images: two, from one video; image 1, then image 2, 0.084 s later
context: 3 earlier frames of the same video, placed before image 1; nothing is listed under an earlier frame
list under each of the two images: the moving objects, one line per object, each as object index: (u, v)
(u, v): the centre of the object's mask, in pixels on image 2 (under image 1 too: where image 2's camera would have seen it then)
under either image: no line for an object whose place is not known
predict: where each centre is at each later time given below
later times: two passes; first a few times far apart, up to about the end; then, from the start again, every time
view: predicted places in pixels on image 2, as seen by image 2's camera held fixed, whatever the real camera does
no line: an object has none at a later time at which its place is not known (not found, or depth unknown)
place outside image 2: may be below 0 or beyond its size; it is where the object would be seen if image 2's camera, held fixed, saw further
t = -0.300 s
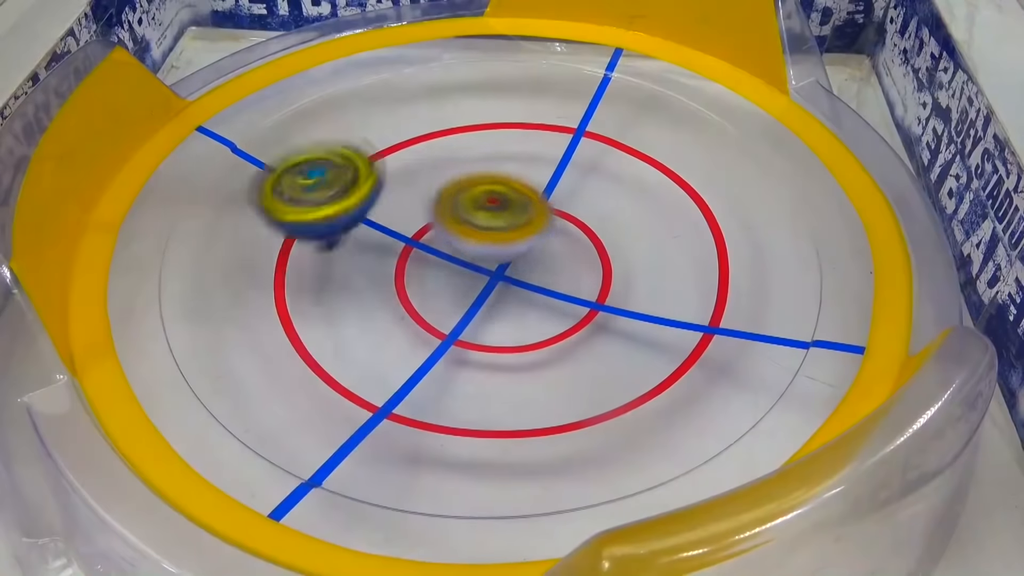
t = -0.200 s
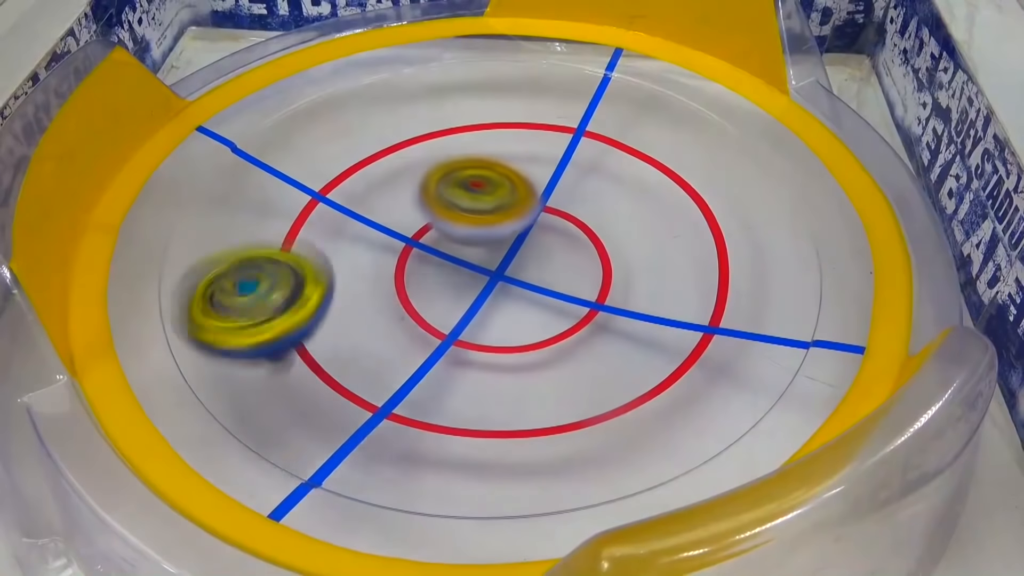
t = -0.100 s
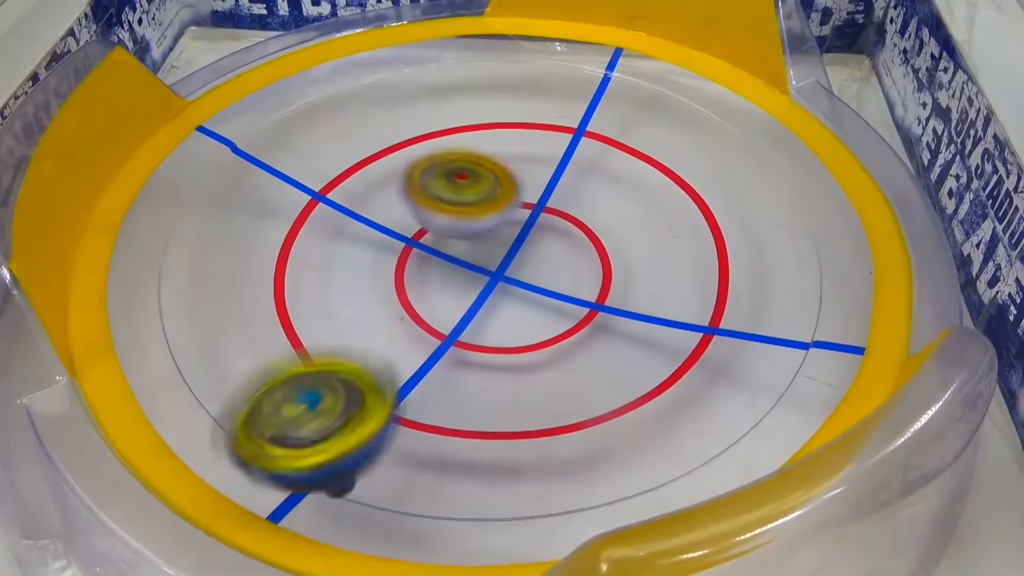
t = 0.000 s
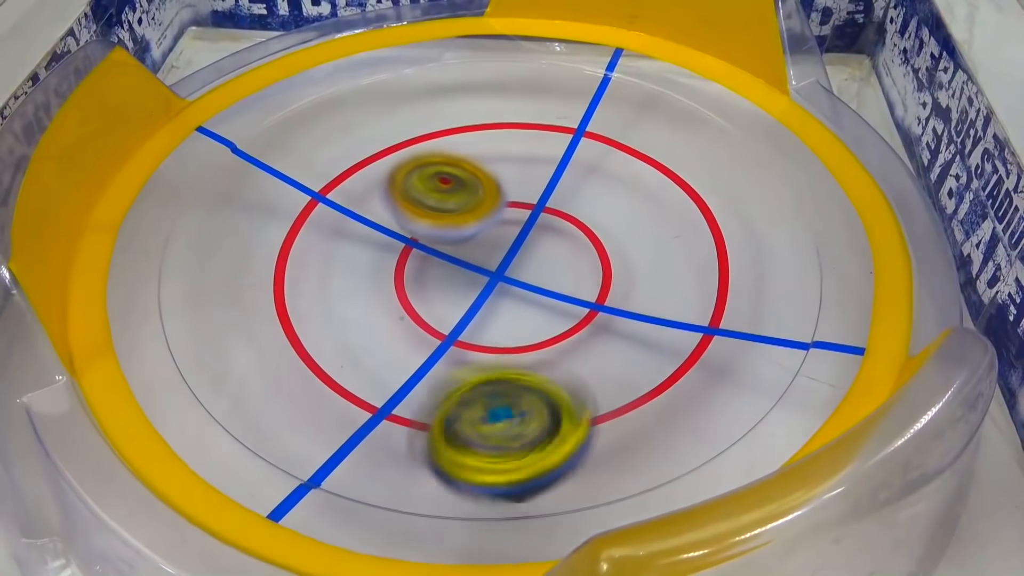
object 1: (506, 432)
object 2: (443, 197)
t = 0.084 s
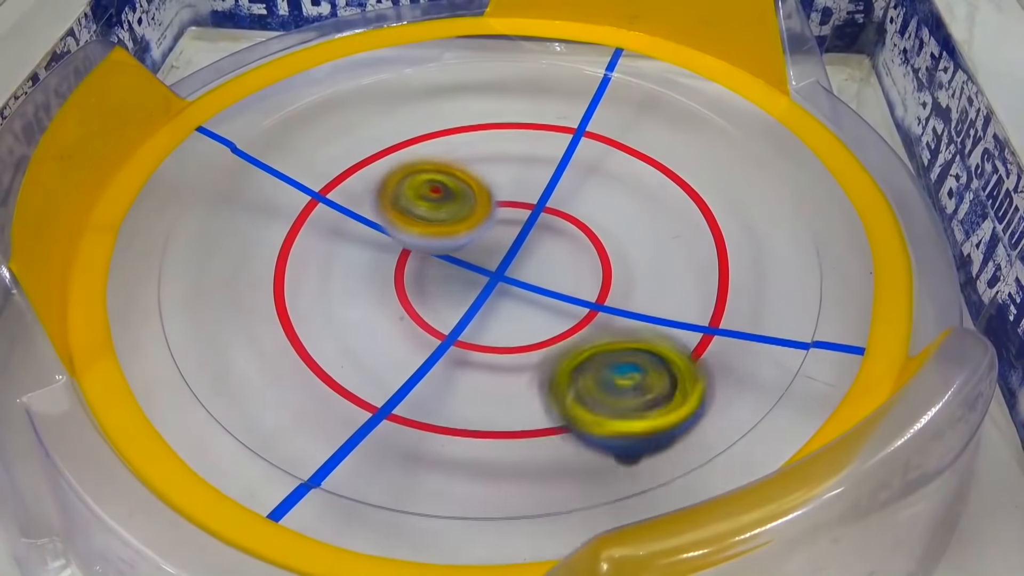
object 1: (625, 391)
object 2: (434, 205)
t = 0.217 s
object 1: (704, 291)
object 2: (424, 215)
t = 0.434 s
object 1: (530, 121)
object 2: (438, 209)
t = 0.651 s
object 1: (252, 105)
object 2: (464, 204)
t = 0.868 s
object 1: (204, 268)
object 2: (491, 199)
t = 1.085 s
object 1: (490, 337)
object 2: (485, 188)
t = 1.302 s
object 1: (665, 146)
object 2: (498, 200)
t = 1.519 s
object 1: (529, 32)
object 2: (516, 220)
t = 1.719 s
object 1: (360, 97)
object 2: (522, 209)
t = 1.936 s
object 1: (416, 290)
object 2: (521, 222)
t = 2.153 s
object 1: (734, 287)
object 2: (488, 233)
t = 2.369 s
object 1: (763, 134)
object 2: (502, 241)
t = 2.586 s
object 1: (501, 92)
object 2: (492, 250)
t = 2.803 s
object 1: (223, 225)
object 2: (481, 221)
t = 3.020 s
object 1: (369, 404)
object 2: (476, 230)
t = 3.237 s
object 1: (625, 325)
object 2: (454, 230)
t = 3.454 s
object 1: (560, 117)
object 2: (488, 219)
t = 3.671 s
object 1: (324, 56)
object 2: (488, 225)
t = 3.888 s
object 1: (259, 186)
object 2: (468, 199)
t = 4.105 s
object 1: (523, 302)
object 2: (496, 205)
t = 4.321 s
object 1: (715, 156)
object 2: (487, 237)
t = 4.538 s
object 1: (589, 67)
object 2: (497, 214)
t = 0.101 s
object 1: (645, 384)
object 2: (432, 207)
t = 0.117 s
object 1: (660, 373)
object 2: (430, 209)
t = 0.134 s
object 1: (671, 361)
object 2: (429, 210)
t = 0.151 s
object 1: (684, 349)
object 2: (428, 211)
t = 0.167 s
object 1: (693, 335)
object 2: (427, 213)
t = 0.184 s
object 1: (699, 322)
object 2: (426, 214)
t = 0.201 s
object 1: (703, 307)
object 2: (425, 214)
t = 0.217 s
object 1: (704, 291)
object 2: (424, 215)
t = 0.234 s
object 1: (701, 278)
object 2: (423, 216)
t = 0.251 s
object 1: (698, 262)
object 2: (423, 217)
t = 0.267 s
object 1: (693, 246)
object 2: (423, 217)
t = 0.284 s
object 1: (684, 231)
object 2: (423, 217)
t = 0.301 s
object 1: (674, 218)
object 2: (424, 216)
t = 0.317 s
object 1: (663, 202)
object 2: (425, 216)
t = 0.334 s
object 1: (647, 189)
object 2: (427, 216)
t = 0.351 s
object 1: (631, 176)
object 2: (428, 215)
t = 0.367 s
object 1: (613, 163)
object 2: (430, 214)
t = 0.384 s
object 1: (594, 152)
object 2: (432, 213)
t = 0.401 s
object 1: (573, 141)
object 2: (434, 211)
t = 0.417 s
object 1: (553, 130)
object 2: (436, 210)
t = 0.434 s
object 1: (530, 121)
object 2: (438, 209)
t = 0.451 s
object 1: (509, 112)
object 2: (440, 209)
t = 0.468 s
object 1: (489, 103)
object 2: (443, 208)
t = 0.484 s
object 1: (467, 97)
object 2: (445, 208)
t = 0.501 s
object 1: (443, 95)
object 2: (447, 208)
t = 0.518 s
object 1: (422, 91)
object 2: (448, 208)
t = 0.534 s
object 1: (401, 89)
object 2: (450, 208)
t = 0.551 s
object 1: (379, 89)
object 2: (453, 207)
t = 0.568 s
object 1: (359, 89)
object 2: (455, 207)
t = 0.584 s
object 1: (336, 88)
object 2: (457, 207)
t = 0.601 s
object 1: (315, 92)
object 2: (459, 206)
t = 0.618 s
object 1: (295, 96)
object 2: (461, 206)
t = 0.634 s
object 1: (275, 100)
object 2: (463, 205)
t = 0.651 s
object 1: (252, 105)
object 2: (464, 204)
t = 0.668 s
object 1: (233, 110)
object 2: (467, 204)
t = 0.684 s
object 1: (218, 118)
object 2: (470, 203)
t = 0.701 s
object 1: (209, 129)
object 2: (472, 202)
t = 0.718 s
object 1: (202, 143)
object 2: (474, 201)
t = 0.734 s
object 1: (200, 160)
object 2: (476, 200)
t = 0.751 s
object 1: (197, 176)
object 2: (479, 199)
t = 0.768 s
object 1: (194, 192)
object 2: (482, 198)
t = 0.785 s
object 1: (194, 203)
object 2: (485, 199)
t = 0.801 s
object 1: (195, 217)
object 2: (487, 199)
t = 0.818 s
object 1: (196, 231)
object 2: (489, 199)
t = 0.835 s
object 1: (197, 242)
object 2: (490, 199)
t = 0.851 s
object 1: (200, 256)
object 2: (490, 199)
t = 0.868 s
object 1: (204, 268)
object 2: (491, 199)
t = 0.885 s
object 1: (213, 279)
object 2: (491, 198)
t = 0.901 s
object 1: (224, 291)
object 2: (491, 197)
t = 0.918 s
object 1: (236, 303)
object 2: (491, 196)
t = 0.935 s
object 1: (252, 311)
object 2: (492, 194)
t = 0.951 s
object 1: (271, 322)
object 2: (492, 193)
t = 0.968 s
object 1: (292, 330)
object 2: (492, 192)
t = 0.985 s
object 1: (316, 335)
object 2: (491, 191)
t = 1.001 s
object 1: (344, 343)
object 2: (491, 190)
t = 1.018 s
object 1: (370, 347)
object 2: (490, 189)
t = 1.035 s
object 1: (396, 347)
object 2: (489, 188)
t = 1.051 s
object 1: (427, 347)
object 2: (488, 188)
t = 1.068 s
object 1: (458, 344)
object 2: (486, 188)
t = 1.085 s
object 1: (490, 337)
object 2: (485, 188)
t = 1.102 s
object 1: (516, 330)
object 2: (483, 188)
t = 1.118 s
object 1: (545, 320)
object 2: (482, 189)
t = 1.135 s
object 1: (570, 310)
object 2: (482, 190)
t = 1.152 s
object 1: (593, 295)
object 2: (482, 190)
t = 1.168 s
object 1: (614, 277)
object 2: (482, 191)
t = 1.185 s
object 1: (629, 262)
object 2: (483, 192)
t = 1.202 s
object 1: (642, 244)
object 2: (484, 193)
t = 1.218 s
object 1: (651, 228)
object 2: (486, 194)
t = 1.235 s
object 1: (660, 212)
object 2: (488, 195)
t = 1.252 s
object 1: (667, 195)
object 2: (490, 195)
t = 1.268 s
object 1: (667, 179)
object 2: (492, 197)
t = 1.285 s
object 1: (666, 163)
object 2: (496, 199)
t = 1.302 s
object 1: (665, 146)
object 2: (498, 200)
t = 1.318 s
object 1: (662, 132)
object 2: (501, 202)
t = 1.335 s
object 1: (658, 118)
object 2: (505, 204)
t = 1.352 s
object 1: (651, 103)
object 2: (508, 207)
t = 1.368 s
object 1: (643, 91)
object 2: (511, 208)
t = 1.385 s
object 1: (636, 76)
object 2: (513, 211)
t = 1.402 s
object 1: (627, 65)
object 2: (514, 212)
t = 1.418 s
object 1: (618, 54)
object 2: (514, 214)
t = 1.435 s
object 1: (607, 40)
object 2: (515, 216)
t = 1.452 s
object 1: (594, 33)
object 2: (515, 217)
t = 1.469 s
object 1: (580, 30)
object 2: (515, 218)
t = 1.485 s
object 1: (563, 29)
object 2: (516, 218)
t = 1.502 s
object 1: (547, 28)
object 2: (516, 220)
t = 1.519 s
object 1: (529, 32)
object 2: (516, 220)
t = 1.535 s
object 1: (510, 34)
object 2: (516, 220)
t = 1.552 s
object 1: (492, 37)
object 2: (516, 220)
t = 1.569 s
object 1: (474, 41)
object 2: (515, 220)
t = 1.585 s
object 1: (457, 45)
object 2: (514, 218)
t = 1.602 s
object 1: (442, 50)
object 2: (514, 217)
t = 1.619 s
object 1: (426, 56)
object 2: (515, 216)
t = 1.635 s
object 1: (415, 61)
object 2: (516, 215)
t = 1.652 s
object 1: (402, 67)
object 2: (517, 214)
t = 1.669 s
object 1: (389, 72)
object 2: (519, 213)
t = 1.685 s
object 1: (379, 81)
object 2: (520, 212)
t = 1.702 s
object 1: (368, 90)
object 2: (521, 211)
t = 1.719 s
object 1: (360, 97)
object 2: (522, 209)
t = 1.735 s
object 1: (352, 107)
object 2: (523, 209)
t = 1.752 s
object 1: (344, 118)
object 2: (524, 208)
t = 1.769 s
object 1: (339, 131)
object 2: (525, 208)
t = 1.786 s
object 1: (332, 147)
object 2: (525, 209)
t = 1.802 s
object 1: (332, 161)
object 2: (526, 209)
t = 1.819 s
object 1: (335, 178)
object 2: (526, 210)
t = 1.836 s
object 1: (337, 194)
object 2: (526, 211)
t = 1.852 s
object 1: (343, 210)
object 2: (526, 212)
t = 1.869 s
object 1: (353, 228)
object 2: (526, 214)
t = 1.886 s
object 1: (364, 245)
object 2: (525, 216)
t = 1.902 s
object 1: (378, 261)
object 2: (524, 217)
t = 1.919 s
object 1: (393, 276)
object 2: (522, 220)
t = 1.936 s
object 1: (416, 290)
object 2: (521, 222)
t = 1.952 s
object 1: (436, 300)
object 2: (520, 223)
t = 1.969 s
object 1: (463, 311)
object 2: (518, 223)
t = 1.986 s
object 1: (488, 319)
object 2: (515, 225)
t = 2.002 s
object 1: (514, 326)
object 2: (511, 226)
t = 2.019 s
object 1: (543, 330)
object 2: (507, 227)
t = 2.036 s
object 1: (568, 329)
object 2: (503, 232)
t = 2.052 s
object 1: (599, 331)
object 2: (501, 235)
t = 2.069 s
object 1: (625, 327)
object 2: (498, 236)
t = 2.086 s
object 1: (650, 325)
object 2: (495, 236)
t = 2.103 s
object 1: (675, 316)
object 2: (492, 235)
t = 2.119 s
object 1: (697, 306)
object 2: (490, 235)
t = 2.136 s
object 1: (717, 297)
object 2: (489, 234)
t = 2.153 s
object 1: (734, 287)
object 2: (488, 233)
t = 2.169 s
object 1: (754, 275)
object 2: (489, 231)
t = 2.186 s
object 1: (769, 265)
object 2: (490, 231)
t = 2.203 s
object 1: (783, 251)
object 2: (491, 230)
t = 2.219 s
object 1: (791, 237)
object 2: (492, 230)
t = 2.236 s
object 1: (798, 225)
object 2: (492, 231)
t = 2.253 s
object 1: (802, 211)
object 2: (492, 231)
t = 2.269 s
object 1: (802, 199)
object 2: (493, 232)
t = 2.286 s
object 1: (804, 187)
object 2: (494, 233)
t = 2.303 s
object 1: (800, 174)
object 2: (494, 235)
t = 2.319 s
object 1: (794, 164)
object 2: (496, 236)
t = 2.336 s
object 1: (786, 152)
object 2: (498, 237)
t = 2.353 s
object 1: (777, 143)
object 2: (500, 239)
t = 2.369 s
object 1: (763, 134)
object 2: (502, 241)
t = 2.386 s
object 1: (752, 124)
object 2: (504, 243)
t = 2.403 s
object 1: (736, 118)
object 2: (505, 244)
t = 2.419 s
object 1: (718, 112)
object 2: (505, 245)
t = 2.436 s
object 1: (705, 105)
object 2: (506, 246)
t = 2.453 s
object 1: (686, 98)
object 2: (507, 248)
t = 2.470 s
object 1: (666, 96)
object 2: (507, 248)
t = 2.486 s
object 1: (648, 92)
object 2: (506, 250)
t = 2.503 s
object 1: (625, 89)
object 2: (505, 251)
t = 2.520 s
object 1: (601, 87)
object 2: (504, 251)
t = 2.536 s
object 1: (577, 86)
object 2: (501, 251)
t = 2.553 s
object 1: (552, 89)
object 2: (498, 251)
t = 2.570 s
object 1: (529, 87)
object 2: (495, 251)
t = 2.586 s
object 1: (501, 92)
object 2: (492, 250)
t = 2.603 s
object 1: (473, 97)
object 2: (489, 249)
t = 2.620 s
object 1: (448, 101)
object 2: (487, 248)
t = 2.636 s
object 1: (421, 108)
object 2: (485, 246)
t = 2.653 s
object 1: (395, 115)
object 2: (482, 243)
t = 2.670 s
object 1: (371, 123)
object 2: (480, 241)
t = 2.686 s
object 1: (348, 131)
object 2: (478, 238)
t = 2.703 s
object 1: (324, 144)
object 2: (476, 235)
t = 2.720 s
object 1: (305, 151)
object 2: (474, 232)
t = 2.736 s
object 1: (286, 166)
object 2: (475, 230)
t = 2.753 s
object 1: (267, 179)
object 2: (475, 227)
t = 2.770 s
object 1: (254, 192)
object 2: (477, 224)
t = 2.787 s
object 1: (237, 209)
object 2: (479, 222)
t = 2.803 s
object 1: (223, 225)
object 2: (481, 221)
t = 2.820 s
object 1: (213, 241)
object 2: (482, 220)
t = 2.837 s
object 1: (204, 259)
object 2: (483, 219)
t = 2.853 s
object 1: (194, 279)
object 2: (486, 219)
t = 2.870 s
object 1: (192, 297)
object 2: (488, 220)
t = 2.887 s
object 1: (192, 318)
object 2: (490, 221)
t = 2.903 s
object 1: (195, 337)
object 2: (491, 222)
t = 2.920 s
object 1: (208, 354)
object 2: (491, 224)
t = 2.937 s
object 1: (237, 366)
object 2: (490, 224)
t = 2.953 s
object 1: (266, 379)
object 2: (488, 225)
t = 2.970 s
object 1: (292, 385)
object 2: (486, 227)
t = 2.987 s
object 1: (318, 393)
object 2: (484, 228)
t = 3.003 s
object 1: (343, 400)
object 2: (480, 229)
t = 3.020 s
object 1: (369, 404)
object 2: (476, 230)
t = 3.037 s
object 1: (394, 410)
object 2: (474, 230)
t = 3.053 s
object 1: (420, 410)
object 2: (470, 231)
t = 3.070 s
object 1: (439, 411)
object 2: (467, 232)
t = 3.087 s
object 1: (463, 410)
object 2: (464, 232)
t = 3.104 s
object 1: (485, 406)
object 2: (462, 232)
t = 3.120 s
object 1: (509, 400)
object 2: (459, 233)
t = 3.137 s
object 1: (528, 396)
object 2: (458, 233)
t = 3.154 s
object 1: (549, 387)
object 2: (456, 233)
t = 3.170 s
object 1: (566, 378)
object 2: (454, 233)
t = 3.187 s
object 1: (583, 365)
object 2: (453, 232)
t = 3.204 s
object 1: (599, 355)
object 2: (453, 232)
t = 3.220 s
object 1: (615, 339)
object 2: (453, 231)
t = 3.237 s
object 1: (625, 325)
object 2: (454, 230)
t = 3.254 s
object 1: (634, 307)
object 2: (455, 229)
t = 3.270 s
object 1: (641, 293)
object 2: (455, 228)
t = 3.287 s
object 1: (643, 276)
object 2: (457, 227)
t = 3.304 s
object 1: (645, 257)
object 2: (459, 226)
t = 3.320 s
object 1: (643, 240)
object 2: (462, 224)
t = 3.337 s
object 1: (637, 224)
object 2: (465, 223)
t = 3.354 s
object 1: (632, 208)
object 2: (467, 223)
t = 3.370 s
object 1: (624, 190)
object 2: (470, 221)
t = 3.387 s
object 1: (616, 175)
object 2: (474, 221)
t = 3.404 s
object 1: (602, 159)
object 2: (478, 221)
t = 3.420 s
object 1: (590, 145)
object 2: (481, 220)
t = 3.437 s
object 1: (573, 132)
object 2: (484, 219)
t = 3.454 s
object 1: (560, 117)
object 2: (488, 219)
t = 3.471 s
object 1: (541, 105)
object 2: (490, 219)
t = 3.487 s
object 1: (526, 94)
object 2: (493, 220)
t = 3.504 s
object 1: (506, 86)
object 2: (496, 221)
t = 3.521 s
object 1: (490, 77)
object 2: (498, 223)
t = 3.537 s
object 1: (470, 72)
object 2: (500, 225)
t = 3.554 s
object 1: (452, 68)
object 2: (501, 227)
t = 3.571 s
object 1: (431, 61)
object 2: (500, 227)
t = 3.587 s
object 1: (413, 58)
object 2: (498, 228)
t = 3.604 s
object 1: (395, 54)
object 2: (496, 229)
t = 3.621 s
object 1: (375, 54)
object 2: (495, 229)
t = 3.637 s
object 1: (357, 52)
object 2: (493, 228)
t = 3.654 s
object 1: (338, 54)
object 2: (490, 227)
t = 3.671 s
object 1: (324, 56)
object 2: (488, 225)
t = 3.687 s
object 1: (307, 62)
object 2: (485, 223)
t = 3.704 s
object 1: (299, 70)
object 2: (483, 221)
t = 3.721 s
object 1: (287, 81)
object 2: (480, 219)
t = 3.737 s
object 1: (280, 92)
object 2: (477, 217)
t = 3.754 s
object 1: (272, 102)
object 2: (475, 214)
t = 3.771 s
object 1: (268, 111)
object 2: (472, 211)
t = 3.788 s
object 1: (260, 121)
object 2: (470, 209)
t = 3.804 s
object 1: (259, 130)
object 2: (469, 207)
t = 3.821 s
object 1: (256, 144)
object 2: (468, 205)
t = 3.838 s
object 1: (256, 152)
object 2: (468, 203)
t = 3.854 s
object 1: (255, 163)
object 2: (467, 201)
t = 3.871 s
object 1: (256, 173)
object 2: (467, 200)
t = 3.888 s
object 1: (259, 186)
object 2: (468, 199)
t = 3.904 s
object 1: (266, 199)
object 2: (469, 198)
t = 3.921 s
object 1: (273, 214)
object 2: (471, 198)
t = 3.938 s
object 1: (285, 228)
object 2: (472, 197)
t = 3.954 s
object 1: (298, 242)
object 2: (474, 197)
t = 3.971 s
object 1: (316, 255)
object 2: (477, 197)
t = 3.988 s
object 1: (334, 268)
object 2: (479, 198)
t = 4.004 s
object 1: (359, 279)
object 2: (482, 199)
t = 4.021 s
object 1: (382, 286)
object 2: (484, 200)
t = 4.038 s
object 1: (410, 294)
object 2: (486, 202)
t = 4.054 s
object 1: (438, 299)
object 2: (490, 203)
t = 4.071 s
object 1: (466, 301)
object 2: (493, 202)
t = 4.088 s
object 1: (498, 303)
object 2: (495, 206)
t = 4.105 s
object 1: (523, 302)
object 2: (496, 205)
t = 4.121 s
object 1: (551, 298)
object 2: (498, 209)
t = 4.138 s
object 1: (575, 292)
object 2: (499, 212)
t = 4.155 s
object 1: (601, 284)
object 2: (501, 216)
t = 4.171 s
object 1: (623, 274)
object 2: (503, 221)
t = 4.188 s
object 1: (644, 263)
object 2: (502, 223)
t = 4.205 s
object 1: (659, 252)
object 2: (501, 226)
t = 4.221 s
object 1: (676, 239)
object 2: (500, 228)
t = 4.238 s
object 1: (691, 226)
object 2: (498, 231)
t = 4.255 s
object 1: (700, 212)
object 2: (496, 232)
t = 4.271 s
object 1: (708, 198)
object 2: (495, 234)
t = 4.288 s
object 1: (713, 184)
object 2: (492, 235)
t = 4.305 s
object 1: (716, 169)
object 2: (489, 236)
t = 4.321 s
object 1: (715, 156)
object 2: (487, 237)
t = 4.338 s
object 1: (714, 143)
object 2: (483, 236)
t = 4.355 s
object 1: (710, 133)
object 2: (480, 235)
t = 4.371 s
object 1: (704, 122)
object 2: (477, 233)
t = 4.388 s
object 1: (700, 110)
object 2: (475, 231)
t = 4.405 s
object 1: (691, 102)
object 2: (475, 228)
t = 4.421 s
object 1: (680, 96)
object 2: (475, 226)
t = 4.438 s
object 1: (670, 89)
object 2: (475, 224)
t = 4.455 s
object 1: (661, 82)
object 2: (477, 222)
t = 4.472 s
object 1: (644, 76)
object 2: (480, 219)
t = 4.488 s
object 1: (634, 74)
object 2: (484, 218)
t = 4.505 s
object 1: (619, 69)
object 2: (488, 216)
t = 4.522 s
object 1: (602, 69)
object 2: (492, 215)
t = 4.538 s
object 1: (589, 67)
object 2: (497, 214)
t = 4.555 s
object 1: (574, 67)
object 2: (501, 213)
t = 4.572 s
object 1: (554, 68)
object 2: (505, 212)
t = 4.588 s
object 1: (538, 71)
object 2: (508, 212)
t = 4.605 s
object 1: (522, 75)
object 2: (512, 211)
